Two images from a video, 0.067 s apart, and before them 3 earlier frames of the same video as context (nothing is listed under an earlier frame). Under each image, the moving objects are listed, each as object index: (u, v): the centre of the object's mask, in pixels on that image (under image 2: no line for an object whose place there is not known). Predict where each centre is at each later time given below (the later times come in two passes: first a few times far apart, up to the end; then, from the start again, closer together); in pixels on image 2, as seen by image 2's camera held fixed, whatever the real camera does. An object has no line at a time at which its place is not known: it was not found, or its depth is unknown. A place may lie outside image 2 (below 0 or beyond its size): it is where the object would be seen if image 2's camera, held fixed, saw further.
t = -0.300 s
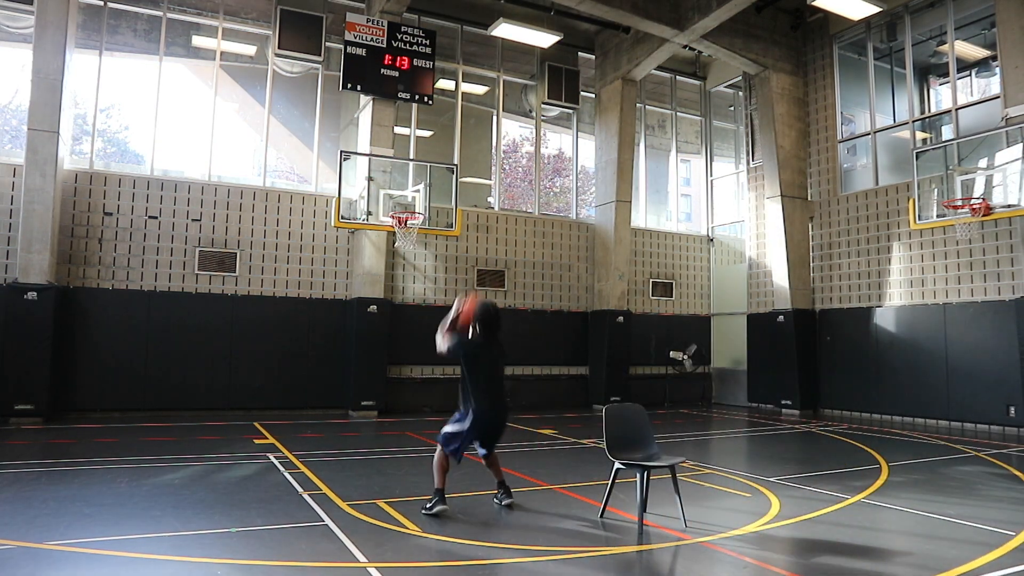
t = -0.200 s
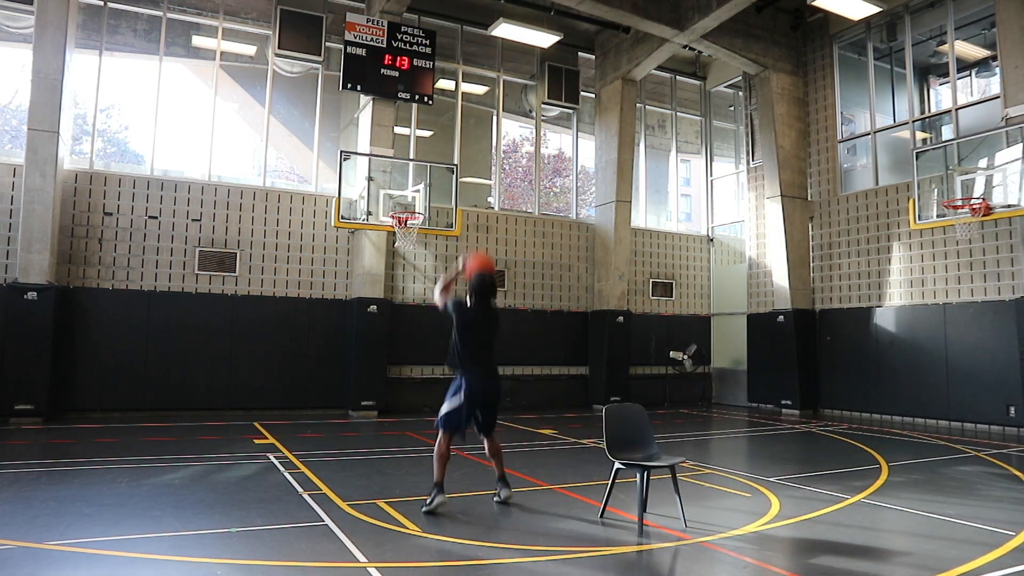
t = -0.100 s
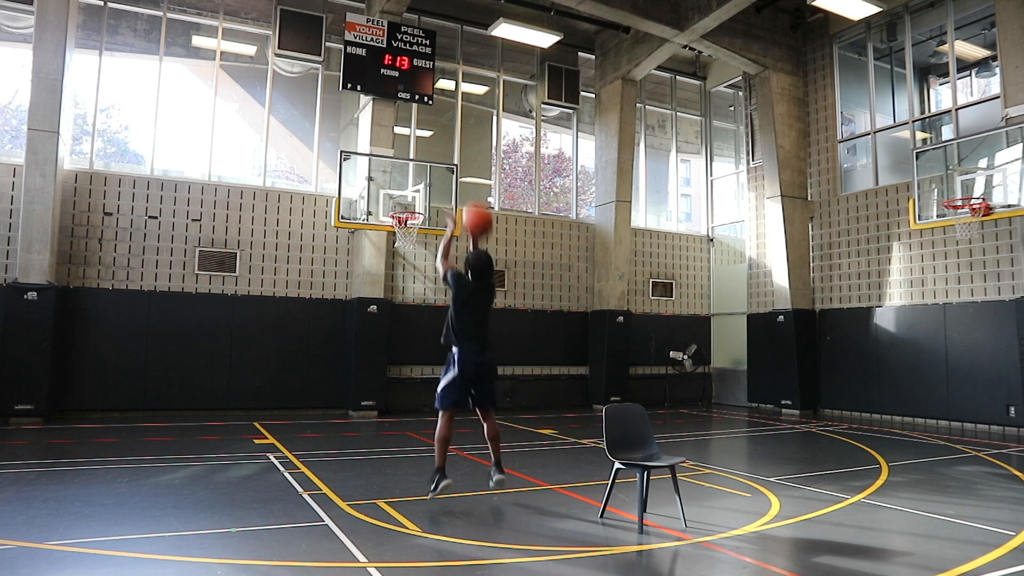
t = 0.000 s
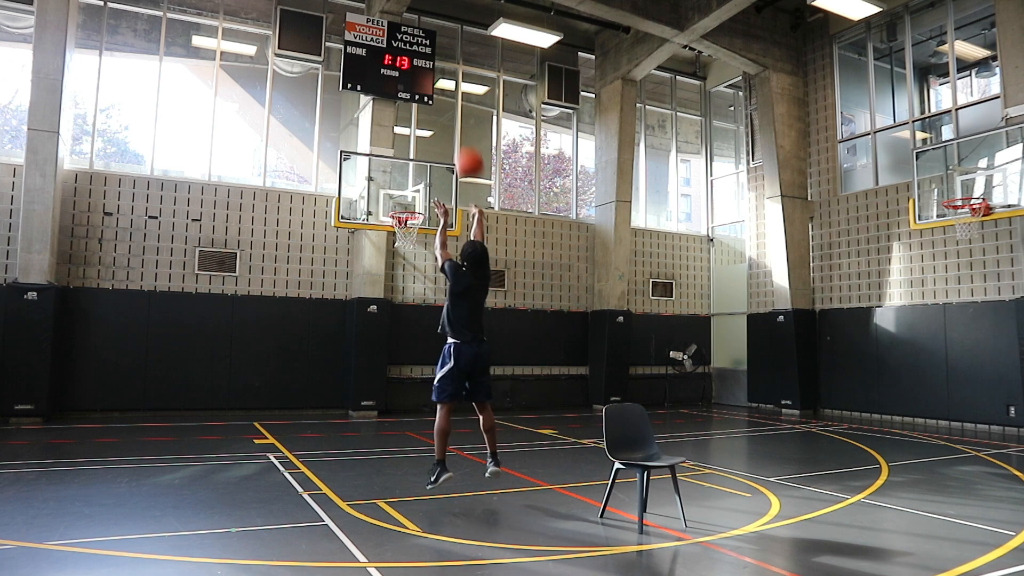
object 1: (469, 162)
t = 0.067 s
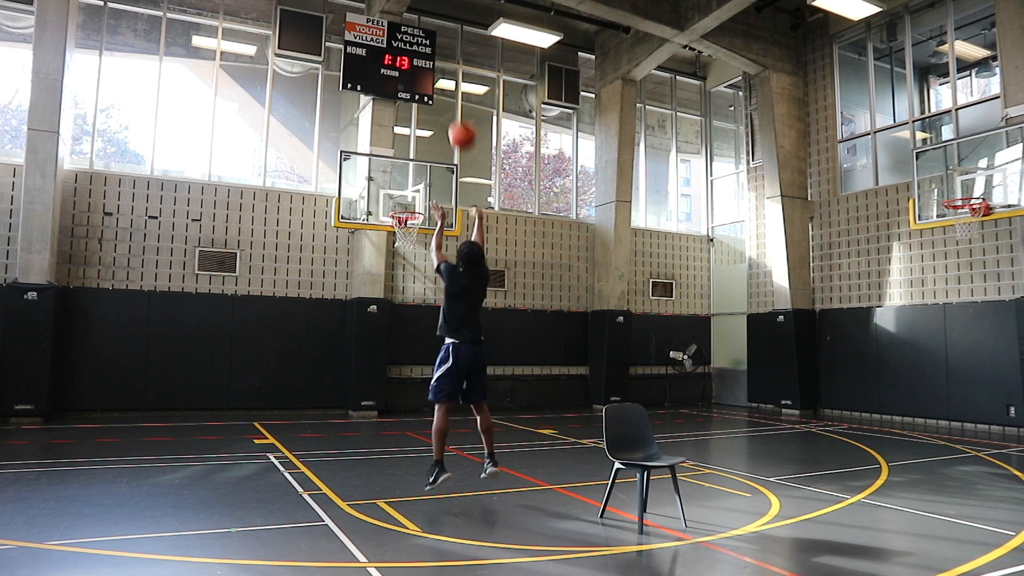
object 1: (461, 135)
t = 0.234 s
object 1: (447, 96)
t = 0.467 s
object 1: (432, 90)
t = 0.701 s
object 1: (419, 124)
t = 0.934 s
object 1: (404, 191)
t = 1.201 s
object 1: (398, 258)
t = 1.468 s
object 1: (396, 338)
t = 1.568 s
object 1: (394, 378)
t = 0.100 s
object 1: (458, 124)
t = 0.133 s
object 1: (455, 114)
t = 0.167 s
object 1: (452, 107)
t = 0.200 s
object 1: (449, 101)
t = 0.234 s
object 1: (447, 96)
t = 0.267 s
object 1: (445, 92)
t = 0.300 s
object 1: (442, 89)
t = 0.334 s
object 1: (440, 87)
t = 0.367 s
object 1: (438, 87)
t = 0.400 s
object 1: (436, 87)
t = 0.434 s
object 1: (433, 89)
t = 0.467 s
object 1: (432, 90)
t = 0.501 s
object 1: (429, 94)
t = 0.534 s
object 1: (428, 97)
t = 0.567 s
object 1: (426, 101)
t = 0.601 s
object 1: (425, 106)
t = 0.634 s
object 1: (423, 112)
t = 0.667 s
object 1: (420, 118)
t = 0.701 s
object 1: (419, 124)
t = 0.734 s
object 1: (416, 134)
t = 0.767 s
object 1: (414, 143)
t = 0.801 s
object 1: (412, 151)
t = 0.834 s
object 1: (410, 160)
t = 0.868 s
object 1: (408, 171)
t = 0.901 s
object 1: (406, 180)
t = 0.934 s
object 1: (404, 191)
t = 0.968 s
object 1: (403, 204)
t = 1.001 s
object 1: (402, 208)
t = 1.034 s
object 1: (400, 225)
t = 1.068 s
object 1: (399, 230)
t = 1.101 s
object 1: (399, 240)
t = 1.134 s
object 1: (399, 245)
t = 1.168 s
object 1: (398, 252)
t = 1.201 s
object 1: (398, 258)
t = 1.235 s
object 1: (398, 266)
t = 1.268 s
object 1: (397, 274)
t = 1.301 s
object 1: (397, 284)
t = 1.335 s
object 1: (397, 294)
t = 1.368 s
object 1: (397, 305)
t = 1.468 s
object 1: (396, 338)
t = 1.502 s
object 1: (396, 351)
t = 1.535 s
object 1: (395, 364)
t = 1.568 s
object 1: (394, 378)
